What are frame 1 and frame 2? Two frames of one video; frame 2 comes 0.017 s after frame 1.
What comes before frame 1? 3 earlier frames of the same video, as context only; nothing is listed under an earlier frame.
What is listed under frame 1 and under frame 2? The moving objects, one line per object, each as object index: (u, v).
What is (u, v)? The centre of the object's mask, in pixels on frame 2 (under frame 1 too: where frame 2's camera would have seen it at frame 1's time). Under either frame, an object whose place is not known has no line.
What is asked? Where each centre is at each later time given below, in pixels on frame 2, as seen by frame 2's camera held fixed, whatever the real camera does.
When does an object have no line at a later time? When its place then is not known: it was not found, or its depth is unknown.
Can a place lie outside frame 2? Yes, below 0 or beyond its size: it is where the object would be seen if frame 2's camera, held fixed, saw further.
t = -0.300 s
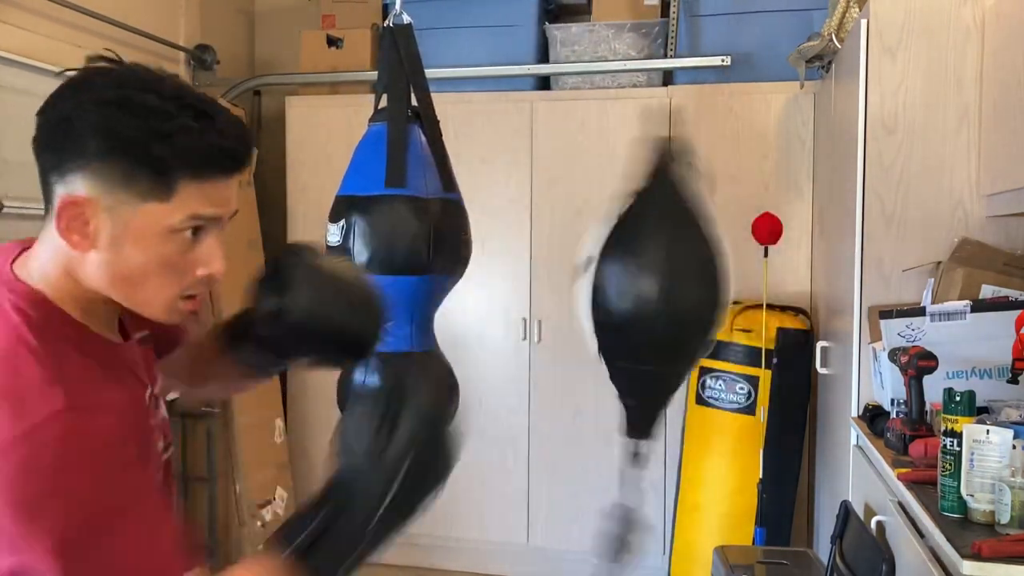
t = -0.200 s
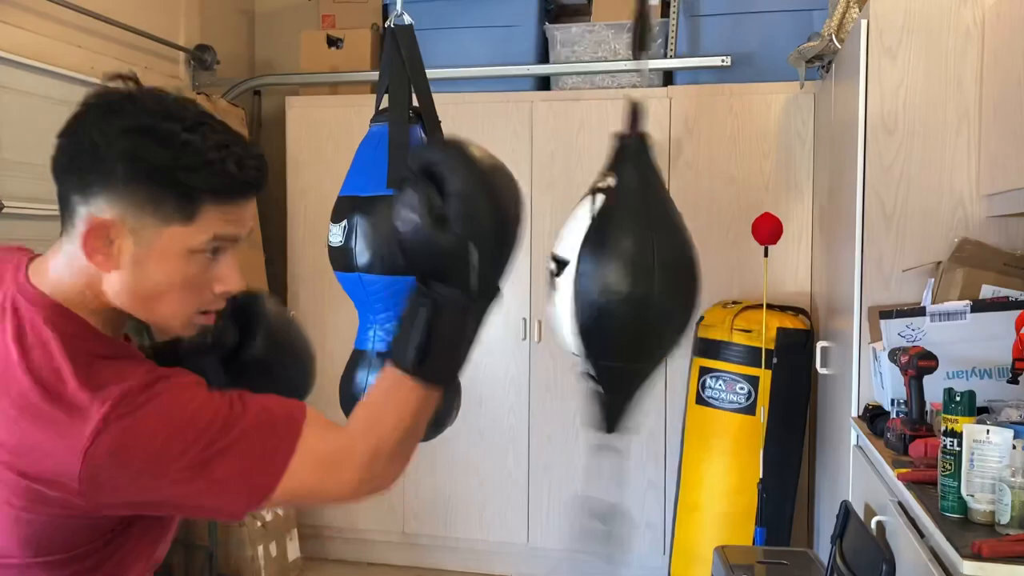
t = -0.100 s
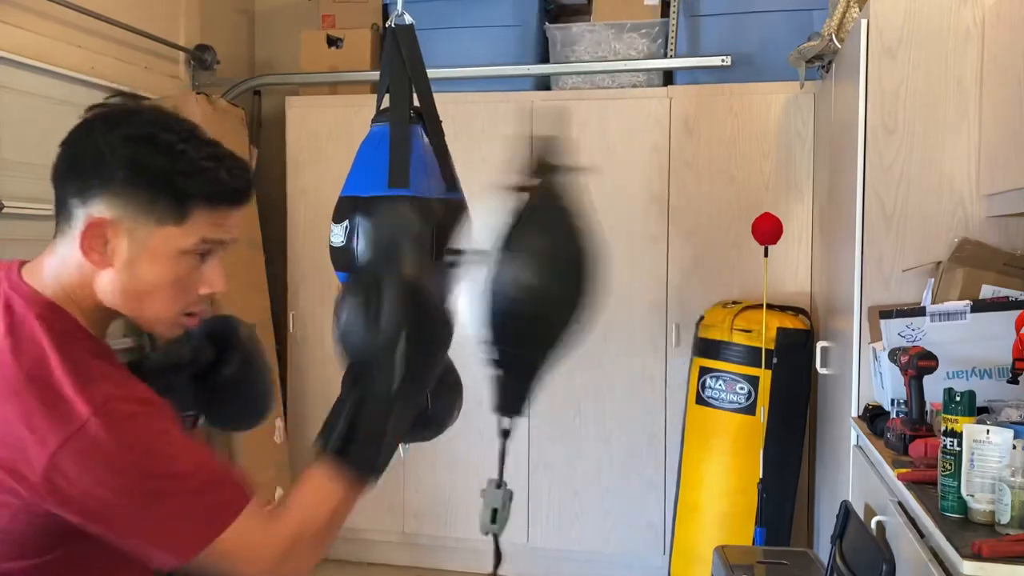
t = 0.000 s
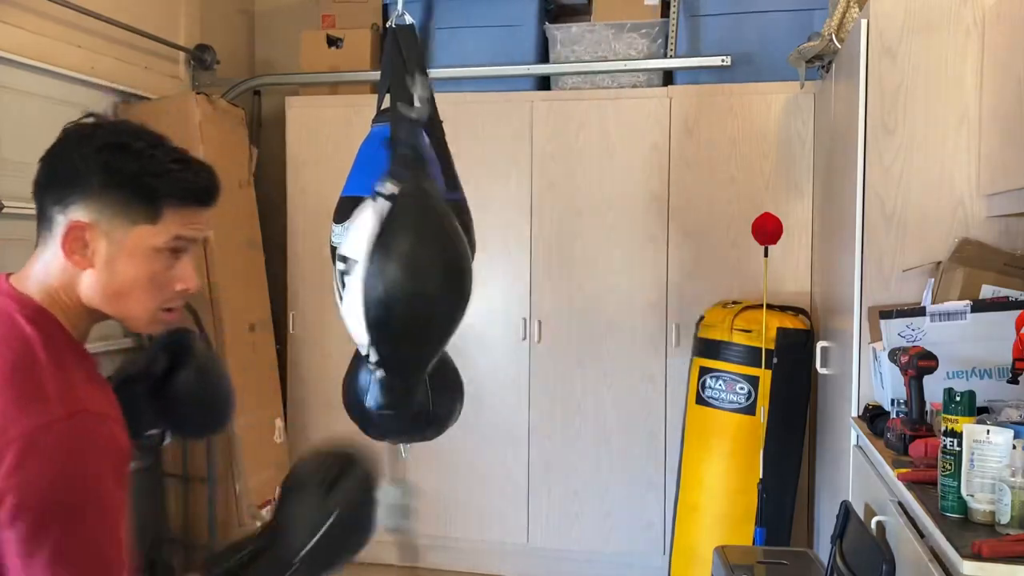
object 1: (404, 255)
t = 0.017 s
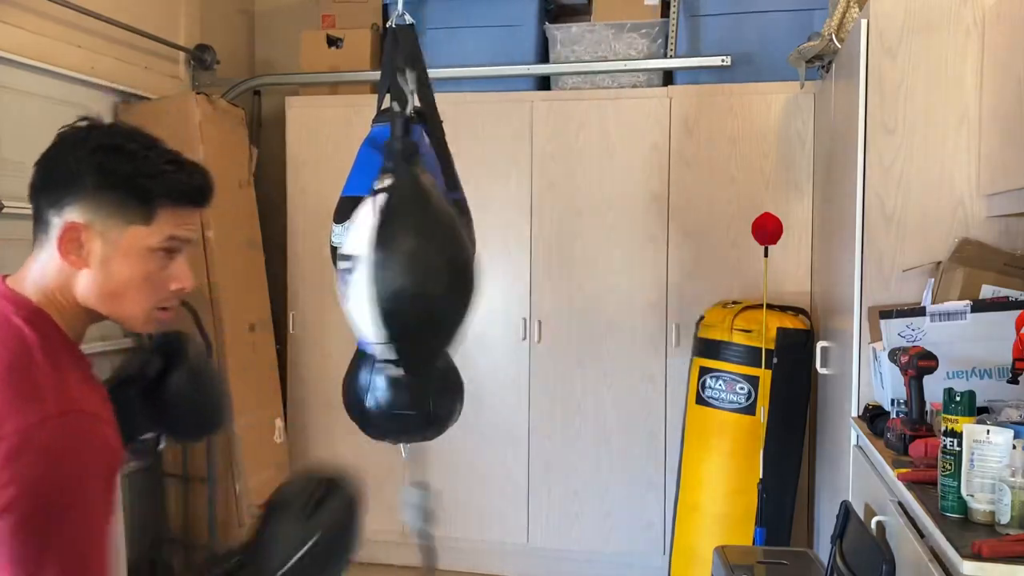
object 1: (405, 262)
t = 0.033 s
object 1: (439, 273)
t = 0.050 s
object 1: (460, 278)
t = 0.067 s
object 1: (488, 275)
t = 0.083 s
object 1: (523, 274)
